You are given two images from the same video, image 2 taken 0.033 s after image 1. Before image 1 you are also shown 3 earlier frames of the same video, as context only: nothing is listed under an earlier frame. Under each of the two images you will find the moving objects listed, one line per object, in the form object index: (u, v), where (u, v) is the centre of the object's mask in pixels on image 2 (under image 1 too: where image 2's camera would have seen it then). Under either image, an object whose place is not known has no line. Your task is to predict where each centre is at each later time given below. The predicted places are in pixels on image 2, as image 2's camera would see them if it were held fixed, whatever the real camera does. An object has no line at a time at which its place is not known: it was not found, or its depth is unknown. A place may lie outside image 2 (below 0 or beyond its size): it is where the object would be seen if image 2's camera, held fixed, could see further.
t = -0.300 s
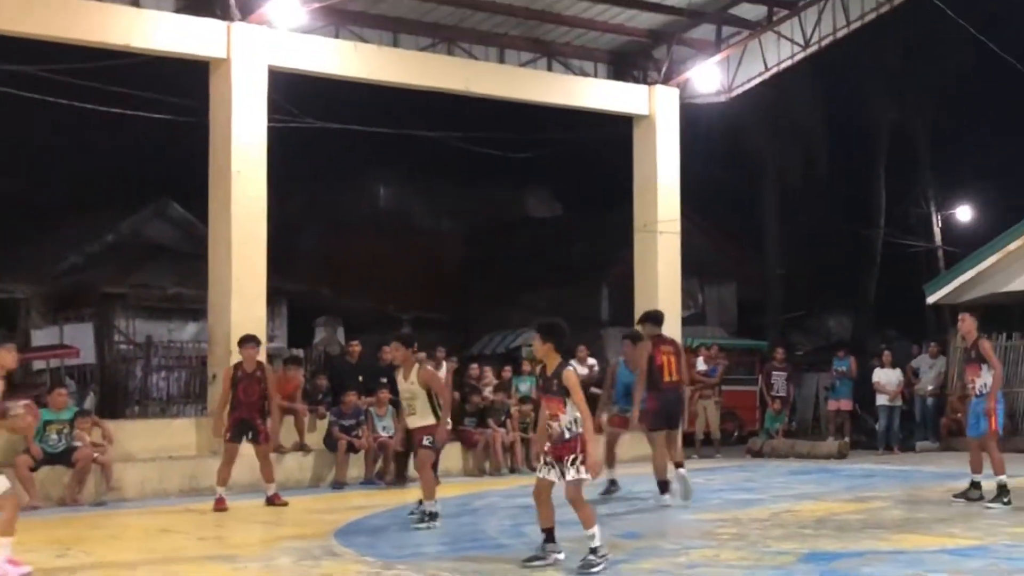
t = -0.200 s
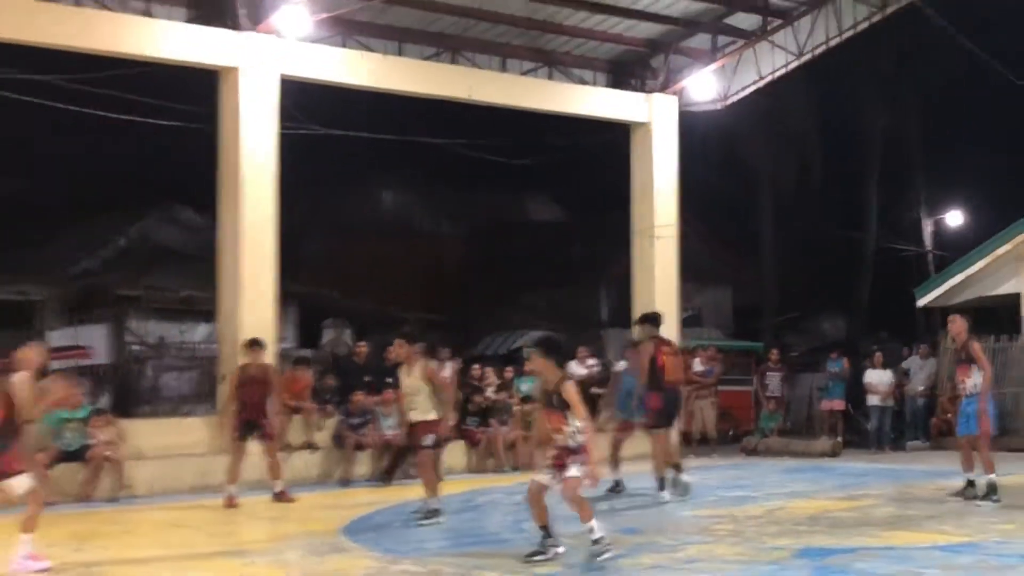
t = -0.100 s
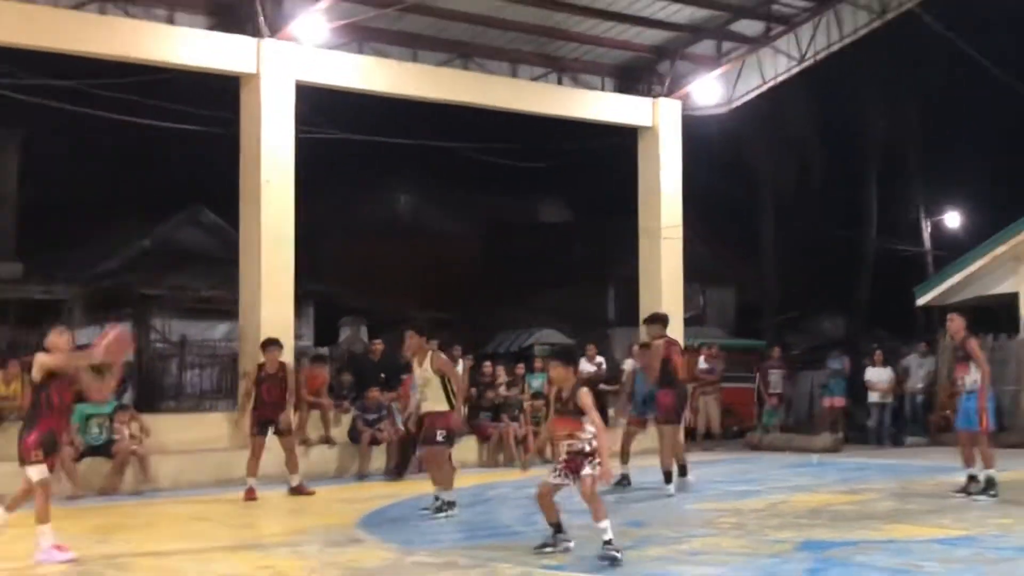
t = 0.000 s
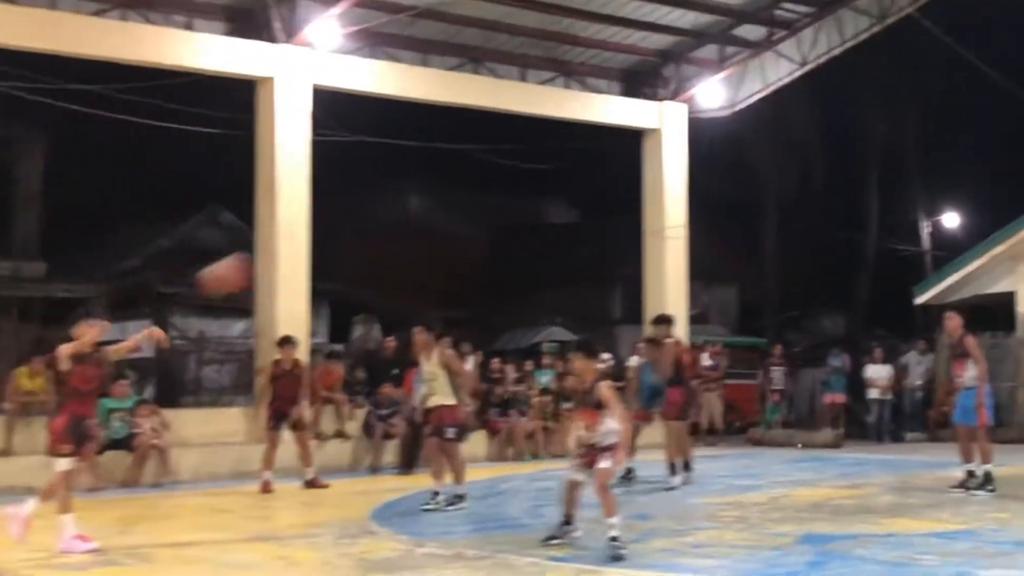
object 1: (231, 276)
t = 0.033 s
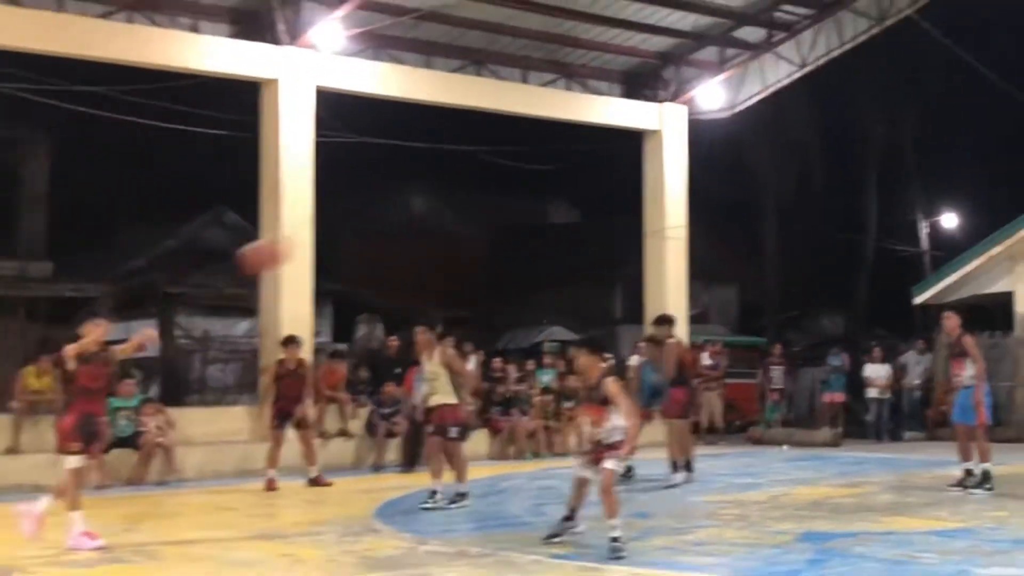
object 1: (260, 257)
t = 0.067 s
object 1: (306, 234)
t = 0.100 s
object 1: (339, 216)
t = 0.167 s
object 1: (411, 183)
